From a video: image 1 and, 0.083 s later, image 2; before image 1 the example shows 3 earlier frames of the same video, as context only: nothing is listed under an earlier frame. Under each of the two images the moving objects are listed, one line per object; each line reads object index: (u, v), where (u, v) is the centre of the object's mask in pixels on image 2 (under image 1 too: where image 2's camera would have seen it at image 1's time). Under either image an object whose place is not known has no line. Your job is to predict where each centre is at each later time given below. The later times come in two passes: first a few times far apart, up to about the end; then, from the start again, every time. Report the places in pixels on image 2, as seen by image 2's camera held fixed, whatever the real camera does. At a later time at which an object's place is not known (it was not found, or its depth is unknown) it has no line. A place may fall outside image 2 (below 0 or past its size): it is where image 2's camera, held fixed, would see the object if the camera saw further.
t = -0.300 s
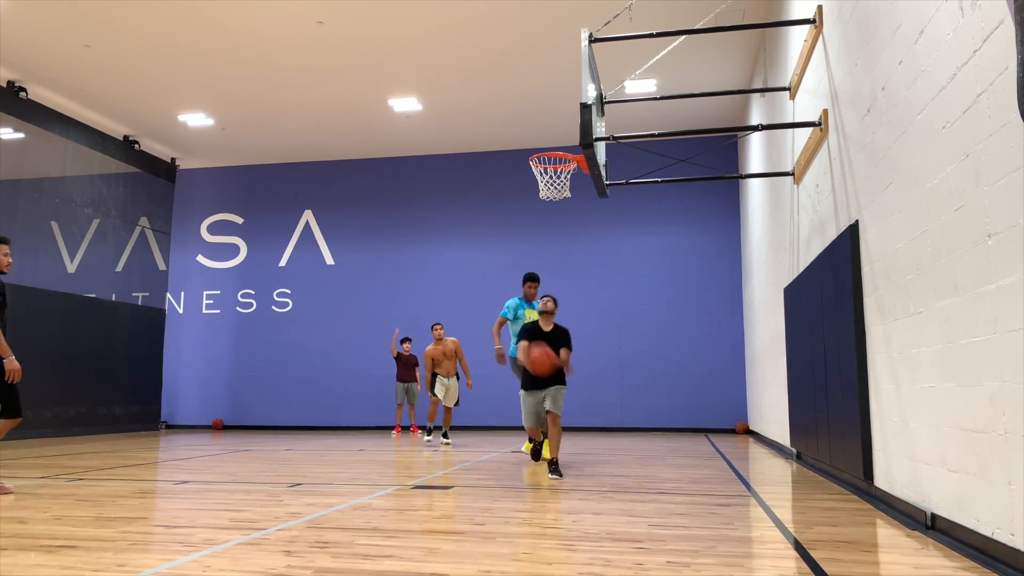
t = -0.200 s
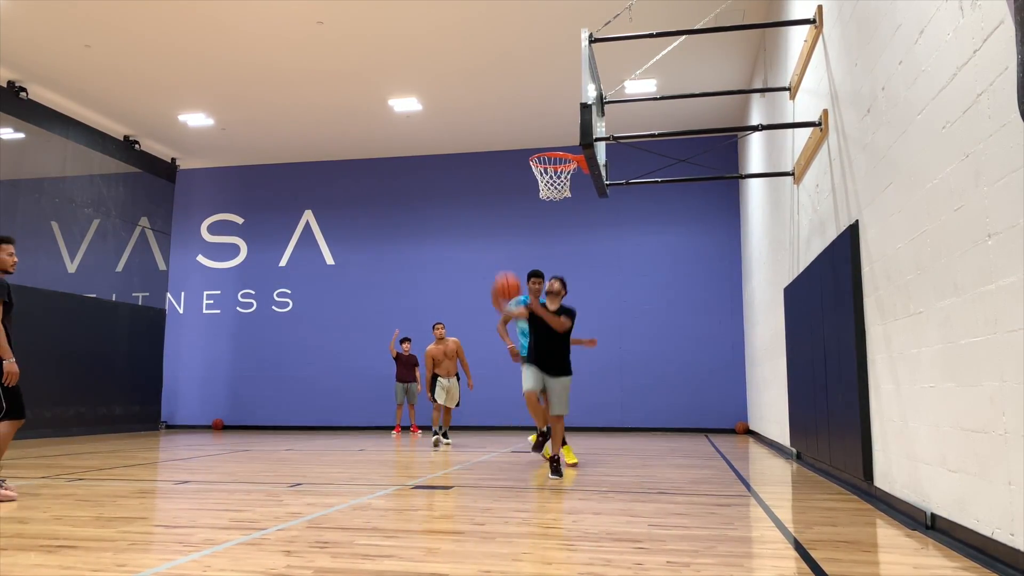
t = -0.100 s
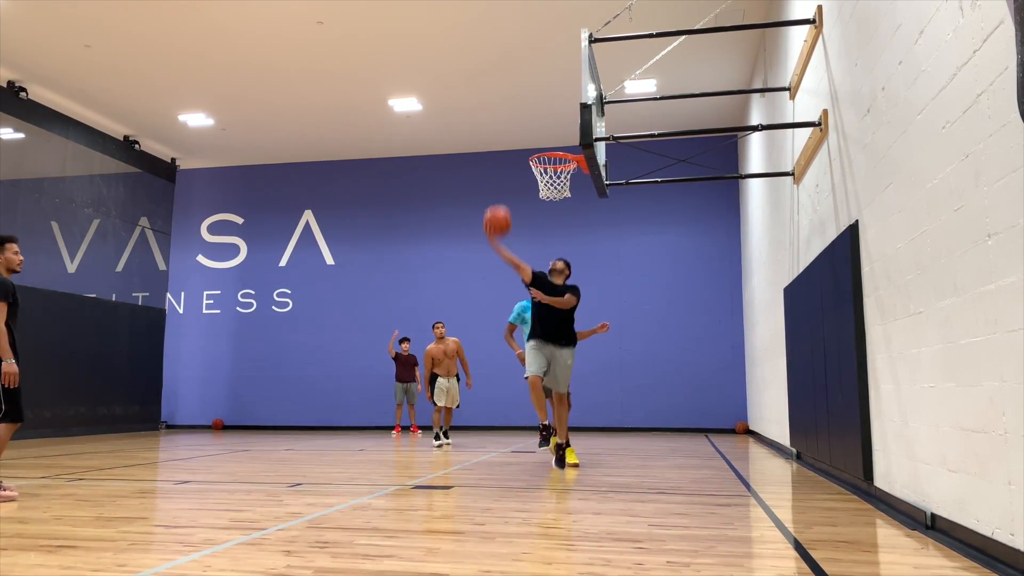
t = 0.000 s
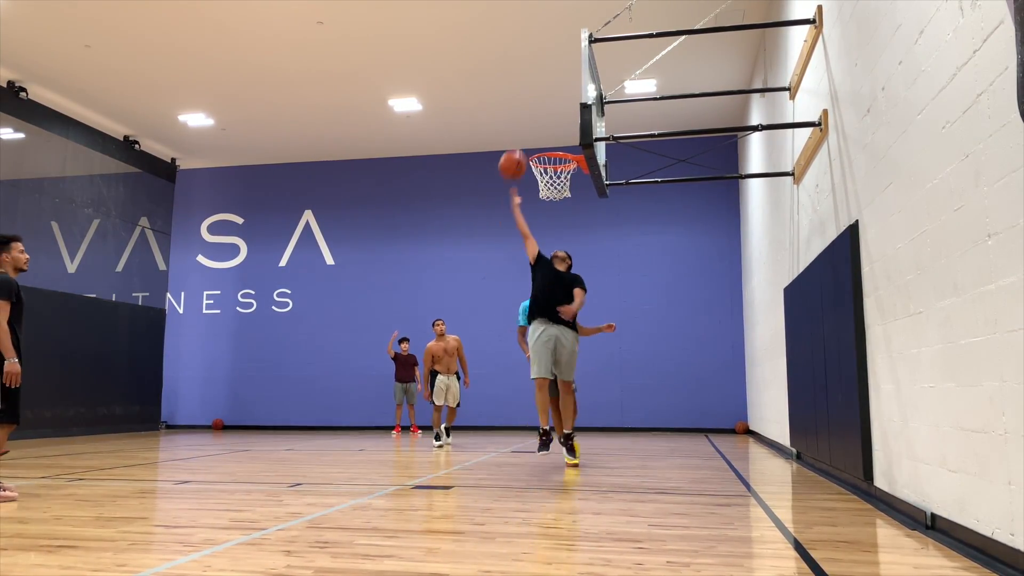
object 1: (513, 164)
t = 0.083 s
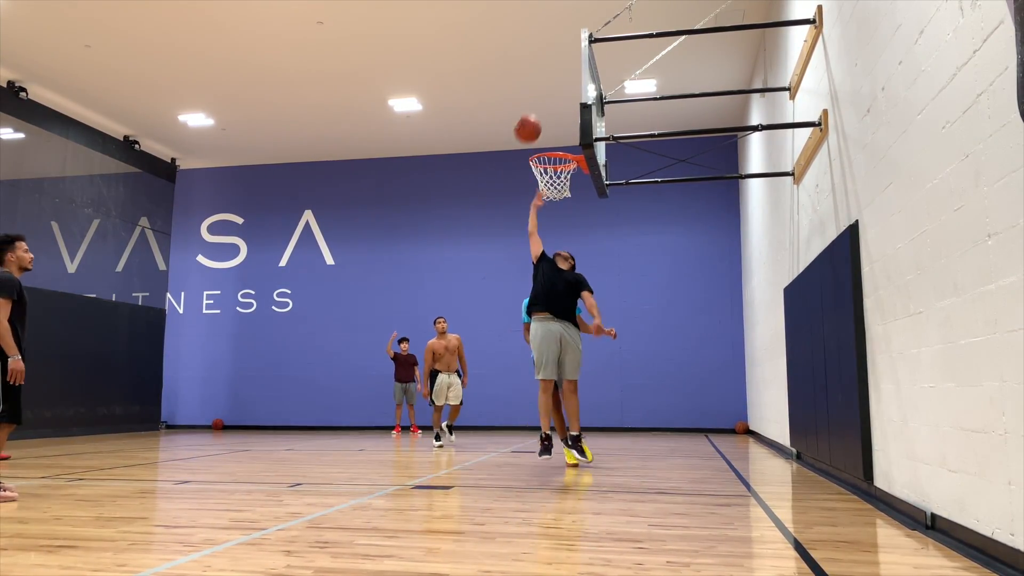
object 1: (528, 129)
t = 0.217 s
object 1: (550, 89)
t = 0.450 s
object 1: (567, 78)
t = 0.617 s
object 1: (552, 115)
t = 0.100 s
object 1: (531, 122)
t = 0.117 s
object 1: (534, 117)
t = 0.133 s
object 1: (537, 111)
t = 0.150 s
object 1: (540, 106)
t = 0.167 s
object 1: (542, 101)
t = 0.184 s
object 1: (545, 97)
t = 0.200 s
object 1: (547, 93)
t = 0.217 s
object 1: (550, 89)
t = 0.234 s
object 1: (553, 85)
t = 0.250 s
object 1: (556, 82)
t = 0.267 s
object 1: (558, 79)
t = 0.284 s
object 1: (561, 77)
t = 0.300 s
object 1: (564, 74)
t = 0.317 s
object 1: (566, 73)
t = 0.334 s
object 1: (569, 71)
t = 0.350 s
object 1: (570, 70)
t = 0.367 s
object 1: (572, 69)
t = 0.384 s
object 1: (571, 70)
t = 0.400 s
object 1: (571, 72)
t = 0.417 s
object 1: (569, 73)
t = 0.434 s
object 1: (568, 75)
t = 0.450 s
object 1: (567, 78)
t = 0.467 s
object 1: (565, 80)
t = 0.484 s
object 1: (564, 83)
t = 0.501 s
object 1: (562, 86)
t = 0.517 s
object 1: (561, 89)
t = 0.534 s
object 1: (560, 93)
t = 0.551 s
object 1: (558, 96)
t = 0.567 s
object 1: (557, 100)
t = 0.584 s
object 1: (555, 105)
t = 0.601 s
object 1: (554, 110)
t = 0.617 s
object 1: (552, 115)
